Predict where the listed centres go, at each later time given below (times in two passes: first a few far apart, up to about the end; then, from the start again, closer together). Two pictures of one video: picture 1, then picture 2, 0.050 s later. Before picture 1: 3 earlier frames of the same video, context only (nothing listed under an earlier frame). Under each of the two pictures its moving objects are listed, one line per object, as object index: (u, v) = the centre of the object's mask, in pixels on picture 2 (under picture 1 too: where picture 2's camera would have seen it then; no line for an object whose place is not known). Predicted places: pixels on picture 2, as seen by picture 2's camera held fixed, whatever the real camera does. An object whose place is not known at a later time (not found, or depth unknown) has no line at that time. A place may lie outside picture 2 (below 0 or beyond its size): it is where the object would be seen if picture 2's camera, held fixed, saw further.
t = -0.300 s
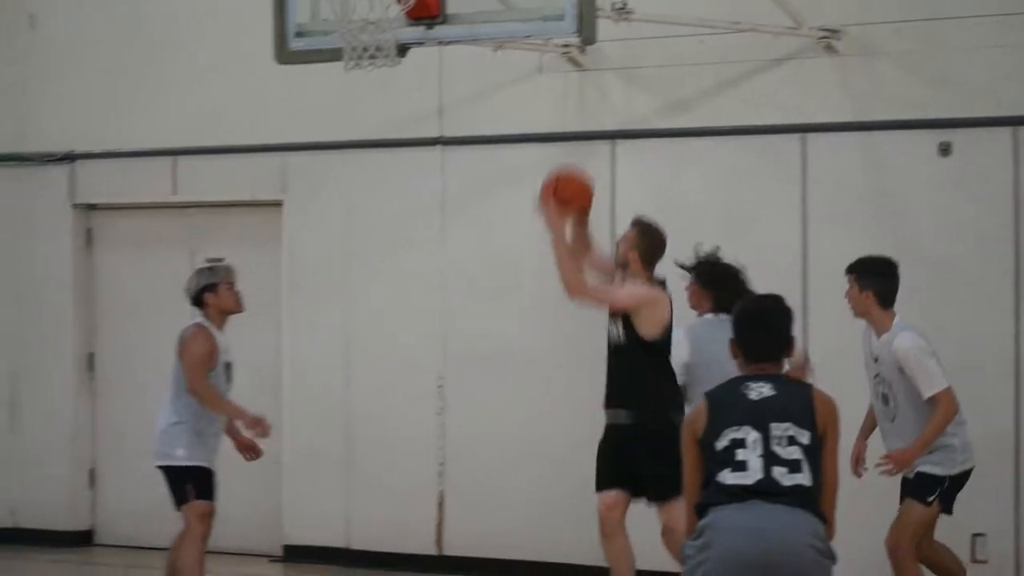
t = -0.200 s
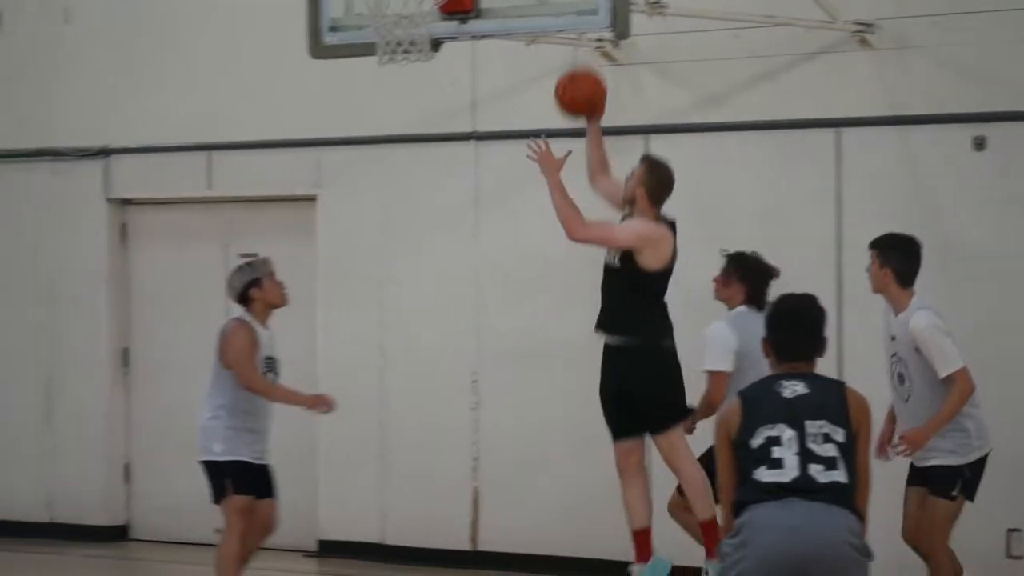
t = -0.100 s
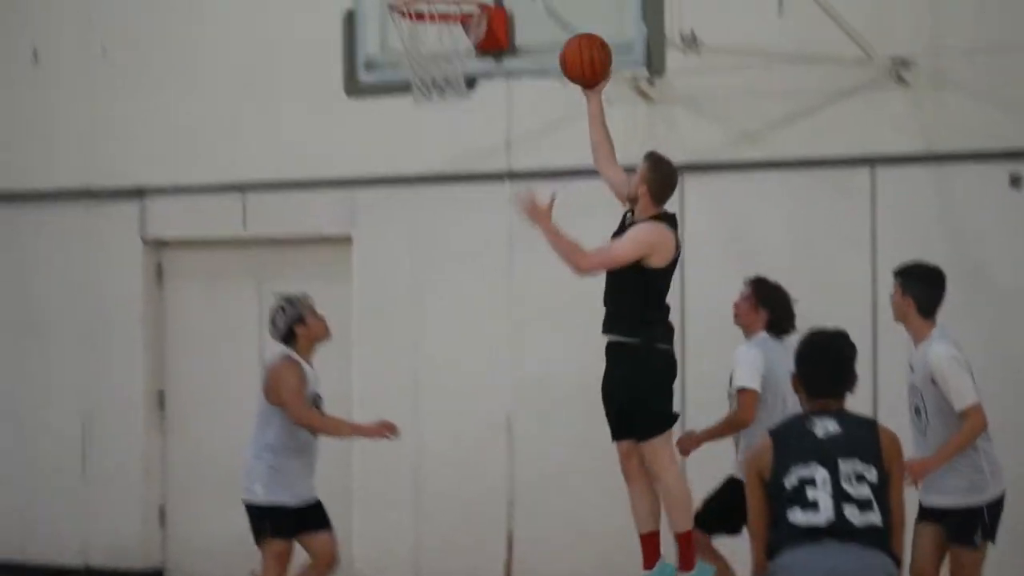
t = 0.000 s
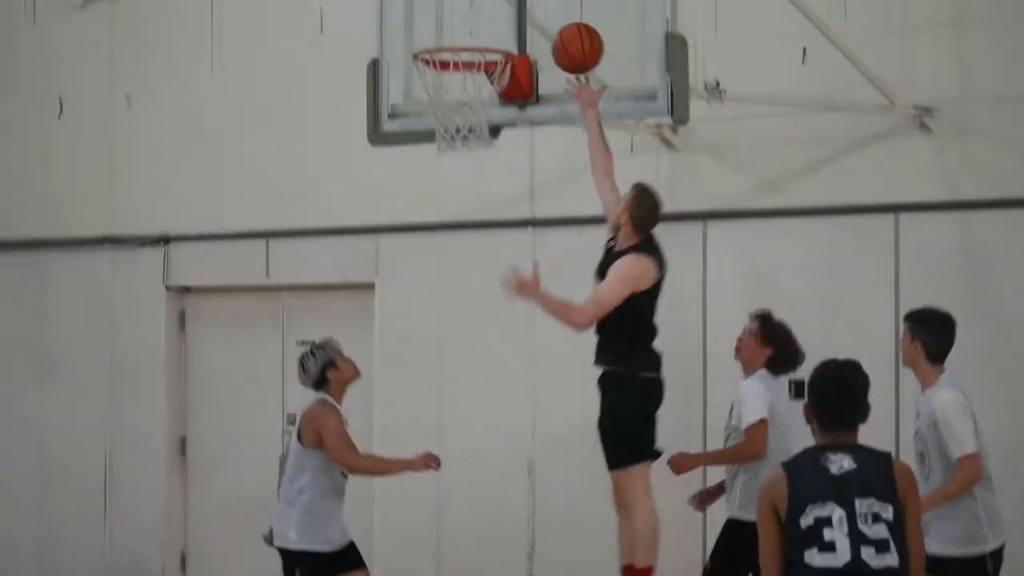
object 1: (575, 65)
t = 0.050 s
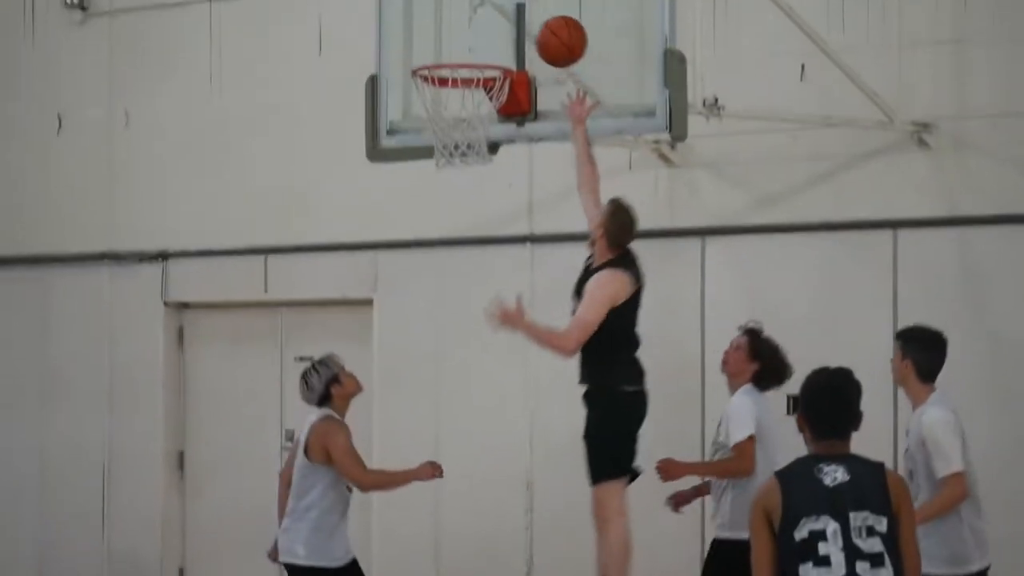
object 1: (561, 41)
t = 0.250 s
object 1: (506, 1)
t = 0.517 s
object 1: (448, 67)
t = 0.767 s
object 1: (486, 117)
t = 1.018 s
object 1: (446, 207)
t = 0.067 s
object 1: (557, 34)
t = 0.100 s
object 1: (548, 22)
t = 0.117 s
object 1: (542, 17)
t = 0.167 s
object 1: (528, 7)
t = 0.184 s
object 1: (524, 5)
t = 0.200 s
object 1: (519, 3)
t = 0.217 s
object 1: (515, 2)
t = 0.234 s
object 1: (510, 1)
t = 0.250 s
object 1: (506, 1)
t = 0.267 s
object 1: (500, 2)
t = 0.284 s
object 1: (496, 3)
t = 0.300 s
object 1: (492, 5)
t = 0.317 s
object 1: (487, 7)
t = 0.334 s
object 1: (483, 9)
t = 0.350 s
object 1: (478, 13)
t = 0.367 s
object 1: (473, 17)
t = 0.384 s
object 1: (468, 22)
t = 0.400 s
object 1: (464, 27)
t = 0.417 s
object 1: (460, 32)
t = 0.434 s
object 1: (455, 38)
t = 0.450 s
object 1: (450, 43)
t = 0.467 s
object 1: (445, 47)
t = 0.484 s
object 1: (440, 60)
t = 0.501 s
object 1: (441, 65)
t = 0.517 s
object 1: (448, 67)
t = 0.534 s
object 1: (453, 68)
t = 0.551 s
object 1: (458, 71)
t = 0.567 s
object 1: (463, 73)
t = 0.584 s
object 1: (472, 78)
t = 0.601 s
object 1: (477, 81)
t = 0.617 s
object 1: (480, 87)
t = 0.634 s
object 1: (484, 91)
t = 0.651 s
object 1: (488, 93)
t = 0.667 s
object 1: (488, 96)
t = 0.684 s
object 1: (490, 98)
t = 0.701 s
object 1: (491, 101)
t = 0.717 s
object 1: (491, 104)
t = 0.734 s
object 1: (490, 106)
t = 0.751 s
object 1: (490, 109)
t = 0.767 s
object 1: (486, 117)
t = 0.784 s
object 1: (483, 123)
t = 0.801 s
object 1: (481, 126)
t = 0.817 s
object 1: (480, 133)
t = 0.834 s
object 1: (478, 136)
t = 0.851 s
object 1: (475, 141)
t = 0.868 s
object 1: (472, 145)
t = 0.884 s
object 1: (470, 150)
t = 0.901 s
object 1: (467, 156)
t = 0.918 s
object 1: (465, 160)
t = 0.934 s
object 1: (461, 169)
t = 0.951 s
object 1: (457, 177)
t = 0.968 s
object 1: (454, 182)
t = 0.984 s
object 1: (451, 188)
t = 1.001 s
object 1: (448, 197)
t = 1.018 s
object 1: (446, 207)
